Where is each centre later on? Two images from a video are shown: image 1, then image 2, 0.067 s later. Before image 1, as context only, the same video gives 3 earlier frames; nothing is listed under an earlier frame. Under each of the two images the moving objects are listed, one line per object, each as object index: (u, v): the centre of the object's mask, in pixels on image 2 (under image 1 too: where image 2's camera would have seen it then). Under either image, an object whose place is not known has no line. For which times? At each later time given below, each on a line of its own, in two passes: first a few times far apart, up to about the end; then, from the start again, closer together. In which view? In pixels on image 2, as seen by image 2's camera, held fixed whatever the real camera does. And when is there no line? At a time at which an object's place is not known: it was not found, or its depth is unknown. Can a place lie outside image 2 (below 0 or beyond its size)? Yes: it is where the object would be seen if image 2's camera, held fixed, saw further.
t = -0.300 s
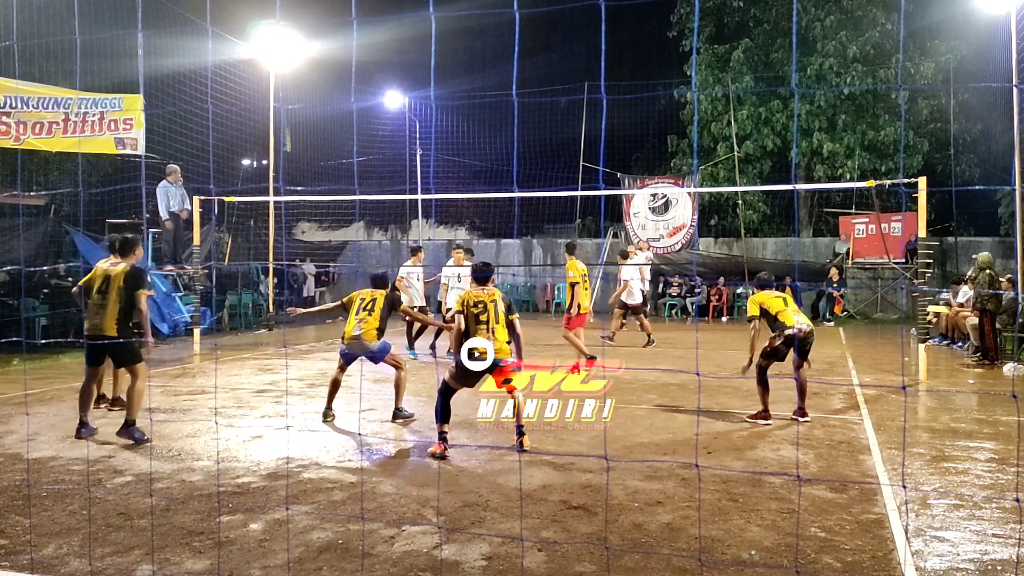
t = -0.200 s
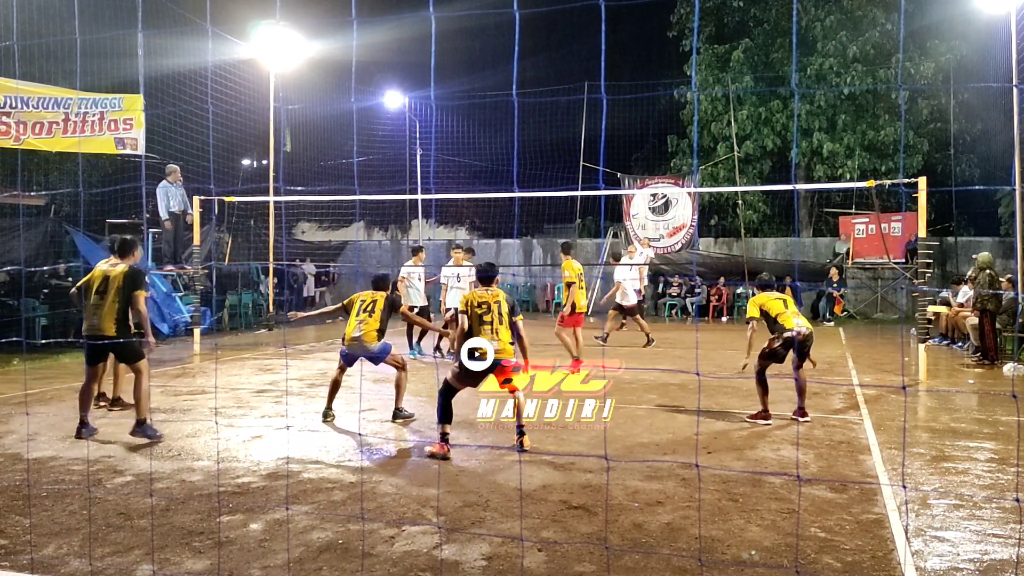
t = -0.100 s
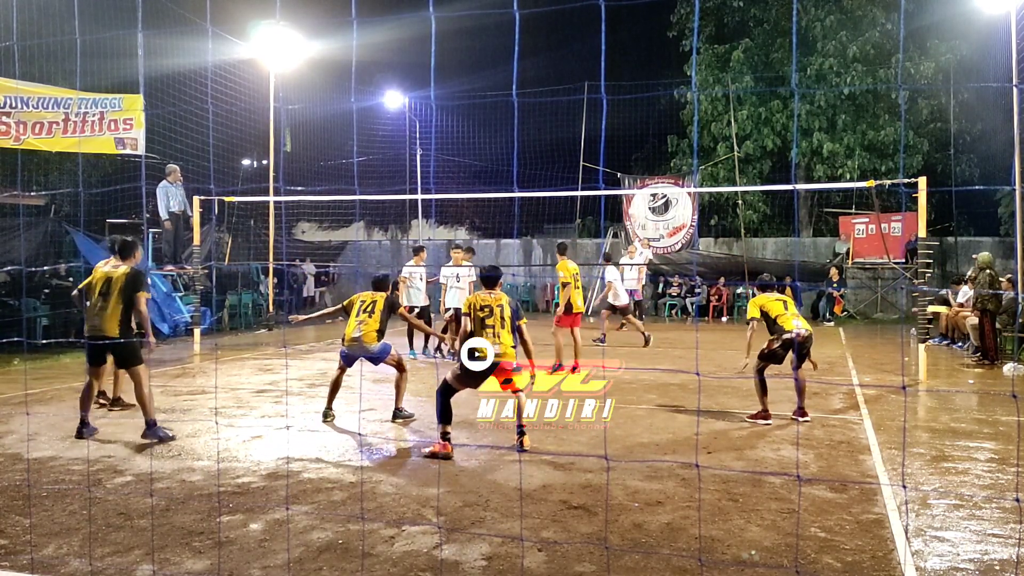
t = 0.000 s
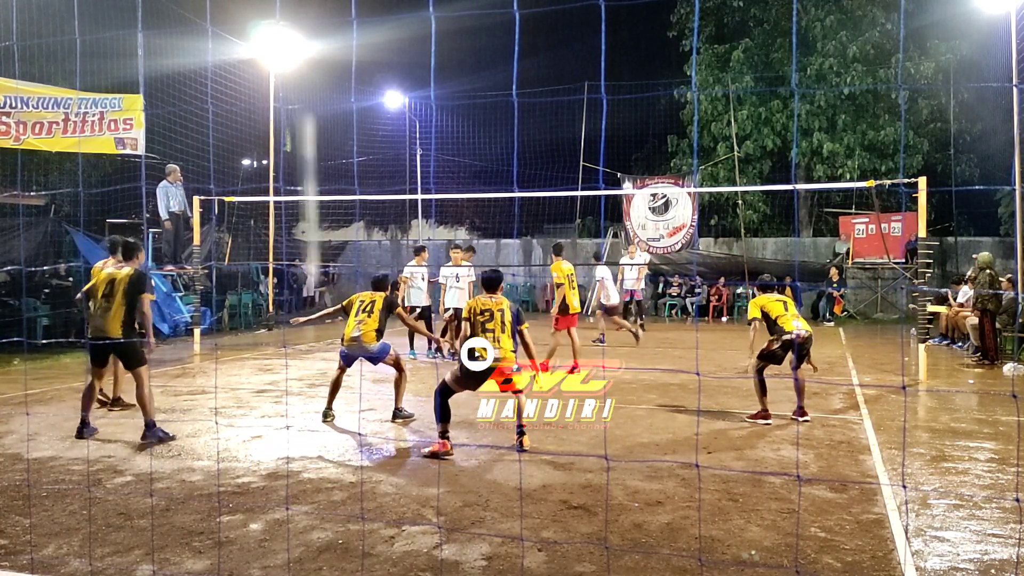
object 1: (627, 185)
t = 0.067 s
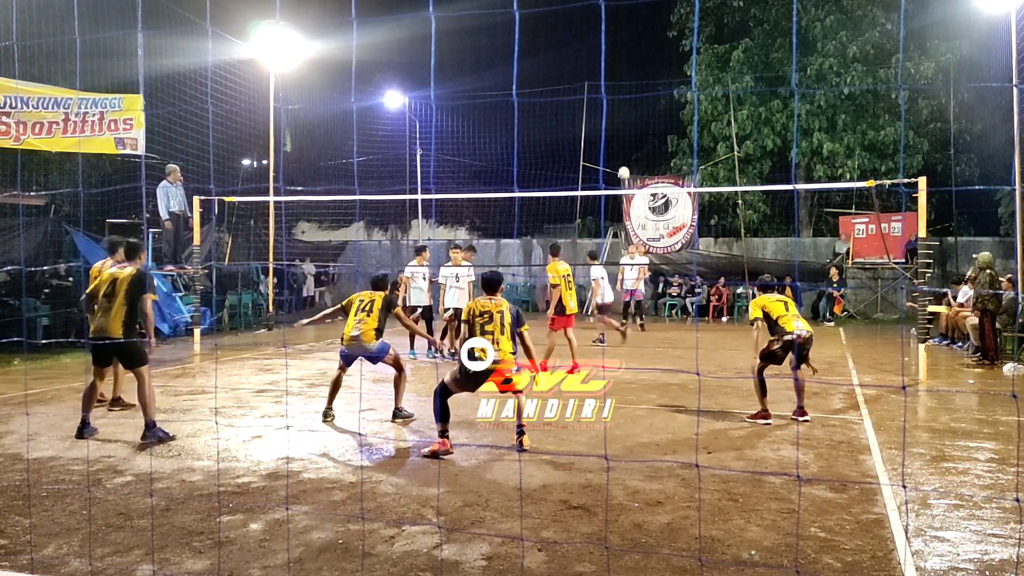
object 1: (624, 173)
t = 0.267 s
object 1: (611, 134)
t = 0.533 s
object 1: (592, 104)
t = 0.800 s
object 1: (569, 109)
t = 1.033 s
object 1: (546, 162)
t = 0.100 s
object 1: (622, 166)
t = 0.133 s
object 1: (620, 159)
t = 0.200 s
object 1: (616, 146)
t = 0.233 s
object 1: (614, 140)
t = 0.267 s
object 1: (611, 134)
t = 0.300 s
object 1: (609, 129)
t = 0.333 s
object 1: (607, 124)
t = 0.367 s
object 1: (604, 120)
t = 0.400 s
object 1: (602, 116)
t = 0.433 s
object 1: (600, 112)
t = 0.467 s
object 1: (597, 108)
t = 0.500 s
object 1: (595, 106)
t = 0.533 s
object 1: (592, 104)
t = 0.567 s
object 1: (589, 102)
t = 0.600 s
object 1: (587, 101)
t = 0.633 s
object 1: (584, 101)
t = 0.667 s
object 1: (581, 101)
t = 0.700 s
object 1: (578, 102)
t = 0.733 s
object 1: (575, 104)
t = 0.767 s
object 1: (572, 106)
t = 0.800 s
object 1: (569, 109)
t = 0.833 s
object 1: (566, 114)
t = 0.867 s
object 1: (563, 119)
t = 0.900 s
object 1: (560, 125)
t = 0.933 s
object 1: (557, 132)
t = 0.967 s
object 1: (553, 140)
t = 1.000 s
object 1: (550, 150)
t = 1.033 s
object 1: (546, 162)
